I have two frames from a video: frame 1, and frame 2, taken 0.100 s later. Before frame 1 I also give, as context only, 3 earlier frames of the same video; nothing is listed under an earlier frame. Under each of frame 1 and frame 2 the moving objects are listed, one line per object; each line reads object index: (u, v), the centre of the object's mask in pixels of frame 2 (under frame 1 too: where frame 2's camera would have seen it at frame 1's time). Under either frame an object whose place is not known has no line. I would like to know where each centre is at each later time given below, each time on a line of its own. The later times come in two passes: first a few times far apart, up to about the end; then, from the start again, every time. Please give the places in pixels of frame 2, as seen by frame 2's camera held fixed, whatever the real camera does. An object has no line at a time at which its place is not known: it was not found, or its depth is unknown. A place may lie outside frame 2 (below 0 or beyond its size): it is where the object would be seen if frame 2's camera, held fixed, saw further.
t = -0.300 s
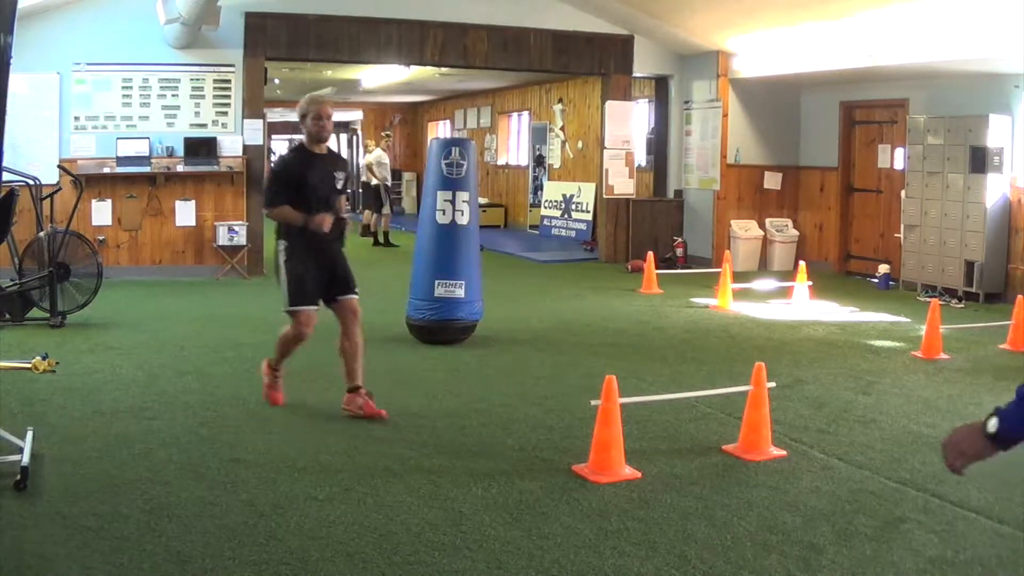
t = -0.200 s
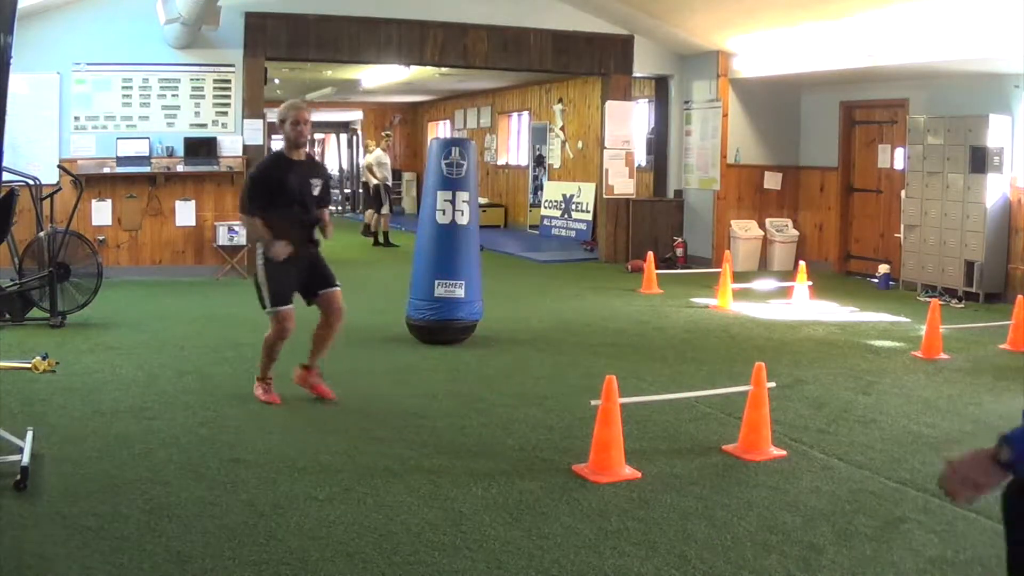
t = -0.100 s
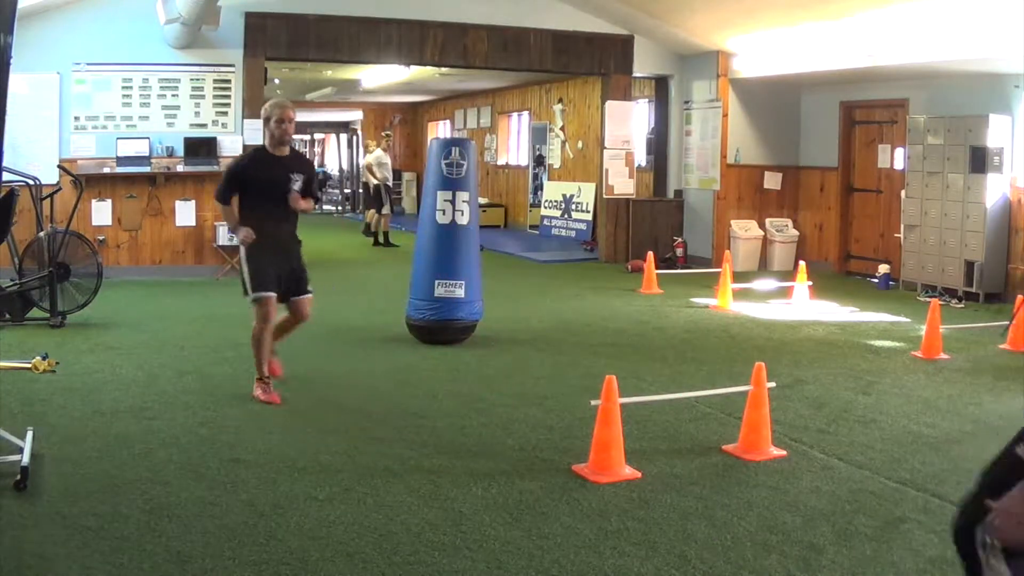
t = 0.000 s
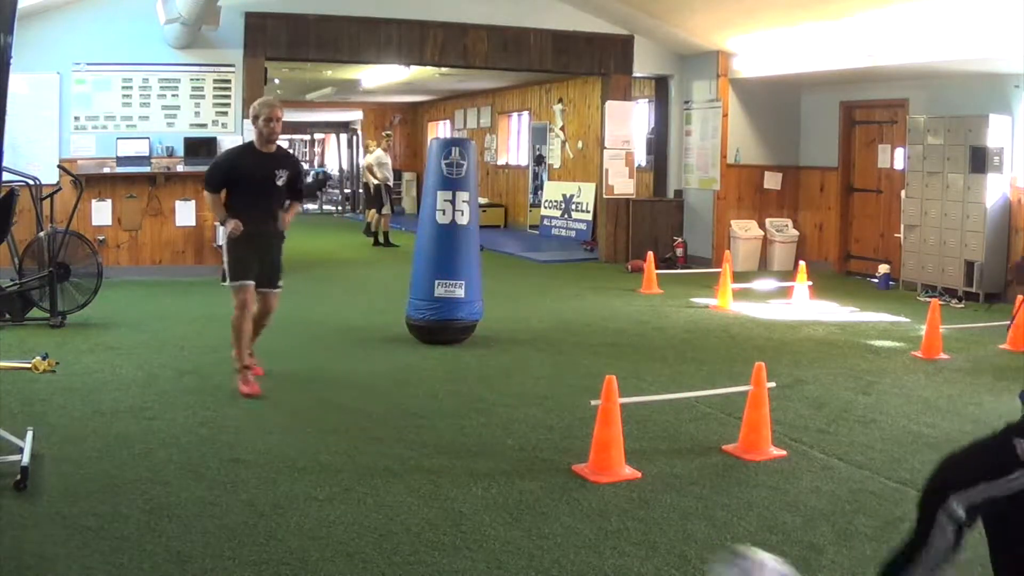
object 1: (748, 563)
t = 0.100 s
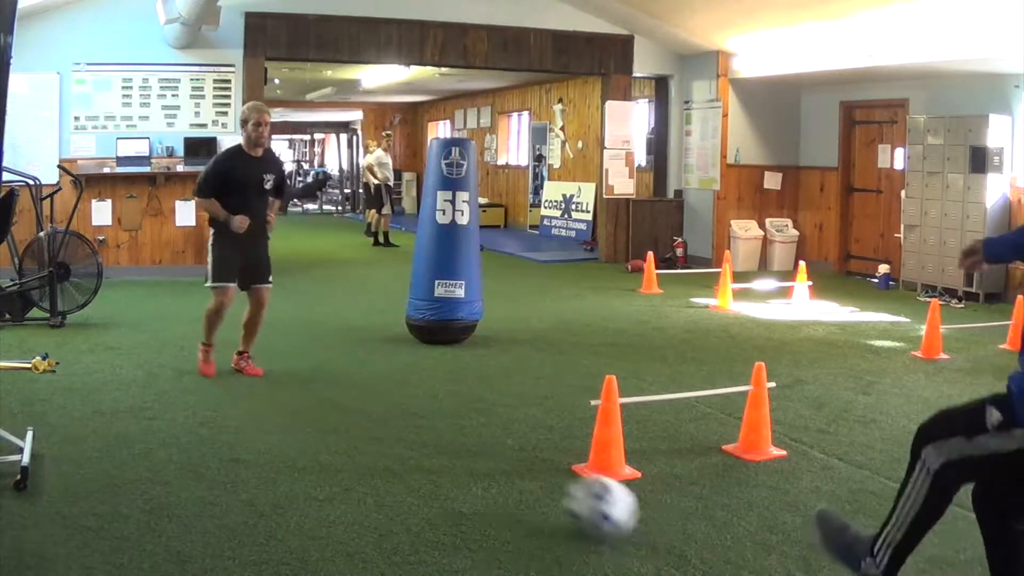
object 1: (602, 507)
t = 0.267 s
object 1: (453, 424)
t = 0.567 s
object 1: (325, 352)
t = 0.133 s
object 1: (563, 485)
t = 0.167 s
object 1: (530, 467)
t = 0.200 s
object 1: (502, 451)
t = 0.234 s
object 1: (475, 438)
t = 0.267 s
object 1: (453, 424)
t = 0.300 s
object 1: (433, 414)
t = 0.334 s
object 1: (414, 403)
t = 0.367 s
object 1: (398, 394)
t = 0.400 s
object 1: (383, 386)
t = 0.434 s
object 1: (369, 378)
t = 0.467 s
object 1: (356, 371)
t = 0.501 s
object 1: (345, 364)
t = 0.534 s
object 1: (335, 358)
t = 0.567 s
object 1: (325, 352)
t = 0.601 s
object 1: (316, 349)
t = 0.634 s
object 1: (308, 343)
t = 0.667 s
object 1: (301, 339)
